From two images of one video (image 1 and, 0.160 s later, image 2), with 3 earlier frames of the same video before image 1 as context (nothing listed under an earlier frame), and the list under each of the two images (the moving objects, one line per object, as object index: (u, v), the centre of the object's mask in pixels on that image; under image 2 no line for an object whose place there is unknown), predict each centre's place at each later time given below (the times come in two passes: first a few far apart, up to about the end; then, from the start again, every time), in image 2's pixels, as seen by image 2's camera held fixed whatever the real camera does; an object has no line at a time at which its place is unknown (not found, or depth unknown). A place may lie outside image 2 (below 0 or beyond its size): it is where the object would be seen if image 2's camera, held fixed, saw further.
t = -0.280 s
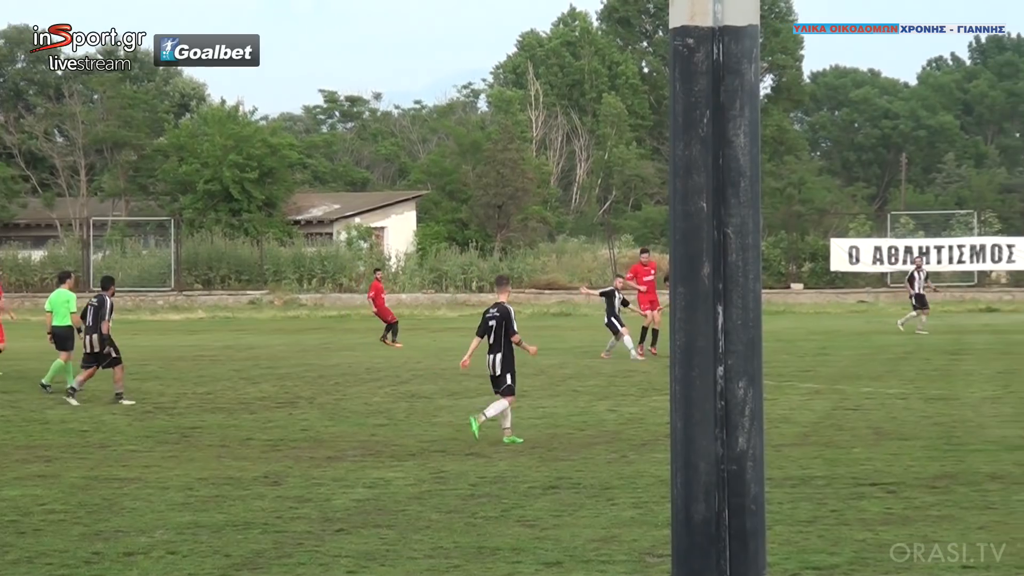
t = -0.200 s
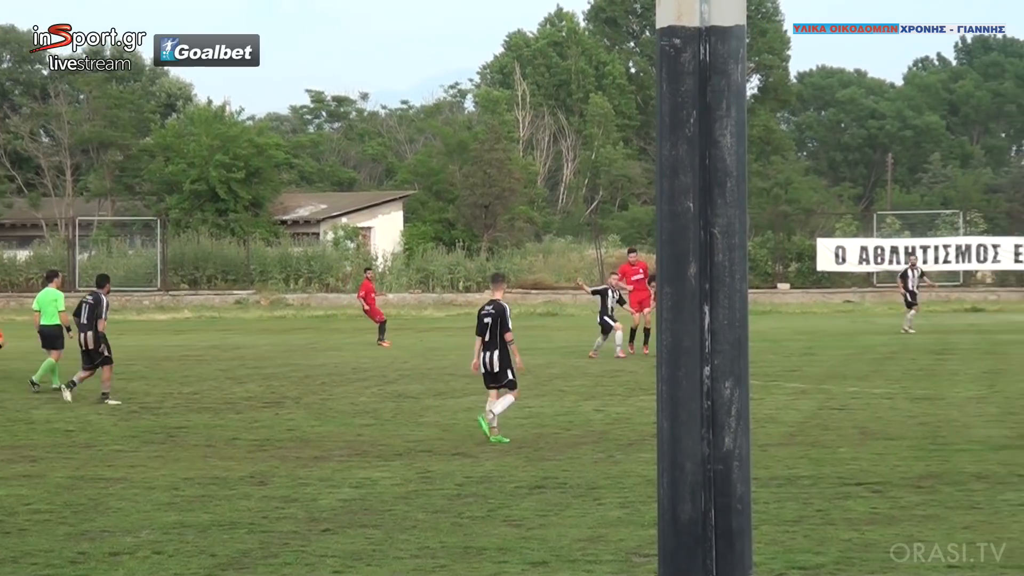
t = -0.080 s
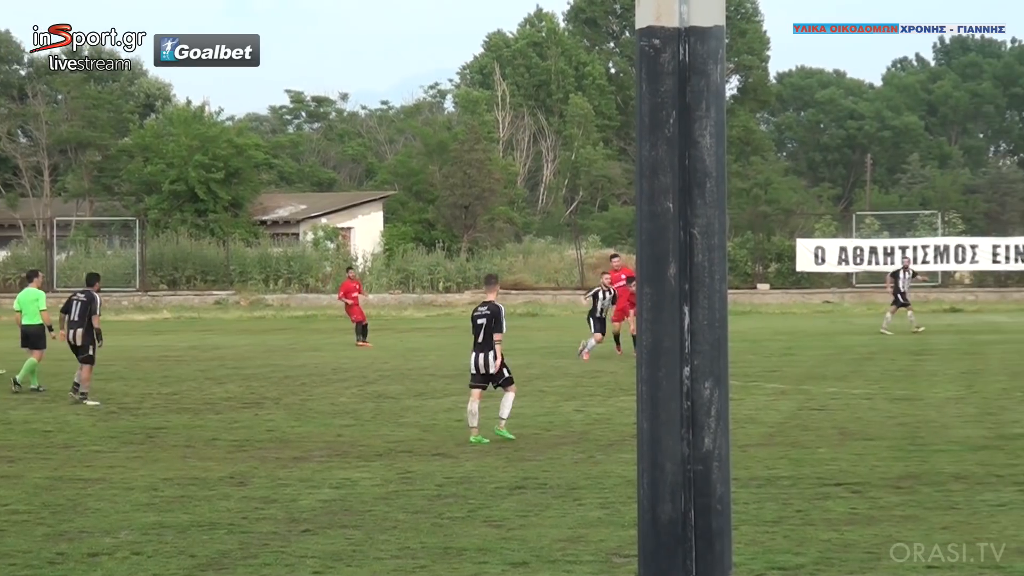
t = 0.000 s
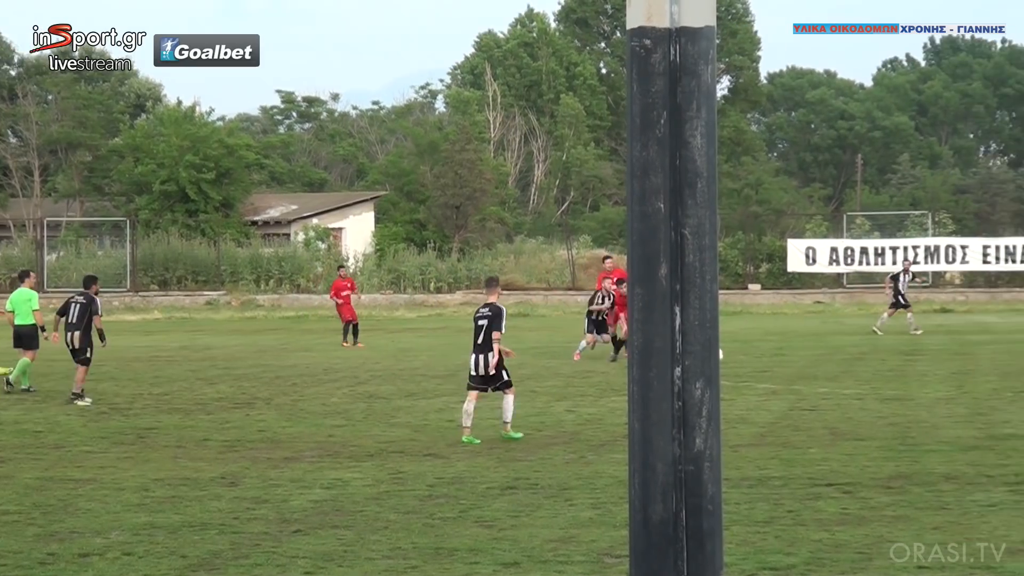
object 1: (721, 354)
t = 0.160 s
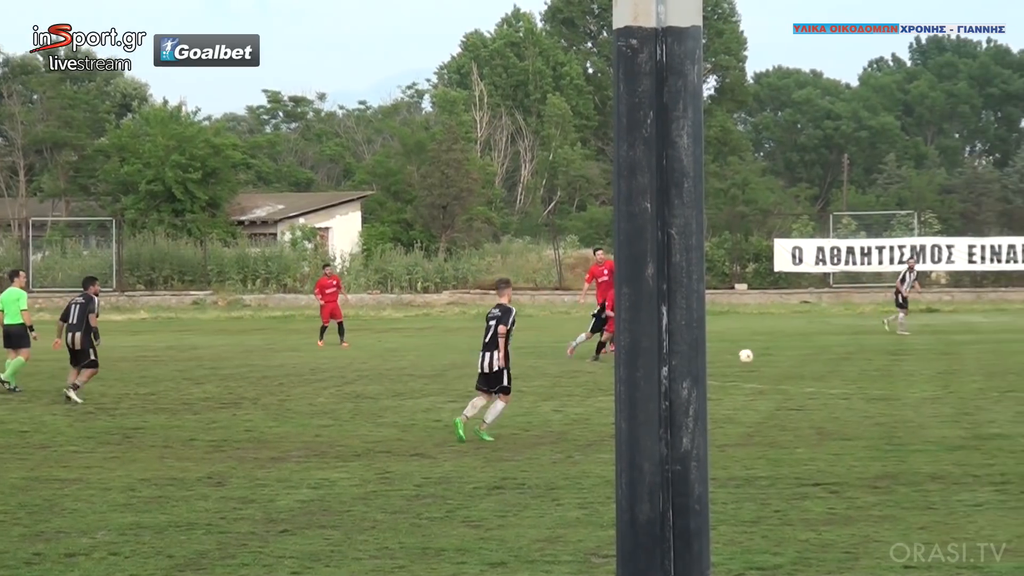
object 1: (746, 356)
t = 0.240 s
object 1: (766, 356)
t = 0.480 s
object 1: (826, 359)
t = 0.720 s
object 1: (887, 363)
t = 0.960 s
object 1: (946, 369)
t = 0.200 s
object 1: (756, 356)
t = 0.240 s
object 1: (766, 356)
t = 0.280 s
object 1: (776, 358)
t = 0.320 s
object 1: (786, 361)
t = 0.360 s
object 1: (796, 360)
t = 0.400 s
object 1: (806, 358)
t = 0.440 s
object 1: (816, 358)
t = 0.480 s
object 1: (826, 359)
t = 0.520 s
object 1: (837, 361)
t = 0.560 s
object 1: (847, 363)
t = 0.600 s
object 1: (857, 362)
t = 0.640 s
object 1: (867, 362)
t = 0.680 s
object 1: (877, 362)
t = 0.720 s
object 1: (887, 363)
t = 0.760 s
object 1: (897, 366)
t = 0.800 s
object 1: (908, 368)
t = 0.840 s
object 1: (917, 368)
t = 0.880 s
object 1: (927, 365)
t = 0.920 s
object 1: (937, 367)
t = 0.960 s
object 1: (946, 369)
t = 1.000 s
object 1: (956, 371)
